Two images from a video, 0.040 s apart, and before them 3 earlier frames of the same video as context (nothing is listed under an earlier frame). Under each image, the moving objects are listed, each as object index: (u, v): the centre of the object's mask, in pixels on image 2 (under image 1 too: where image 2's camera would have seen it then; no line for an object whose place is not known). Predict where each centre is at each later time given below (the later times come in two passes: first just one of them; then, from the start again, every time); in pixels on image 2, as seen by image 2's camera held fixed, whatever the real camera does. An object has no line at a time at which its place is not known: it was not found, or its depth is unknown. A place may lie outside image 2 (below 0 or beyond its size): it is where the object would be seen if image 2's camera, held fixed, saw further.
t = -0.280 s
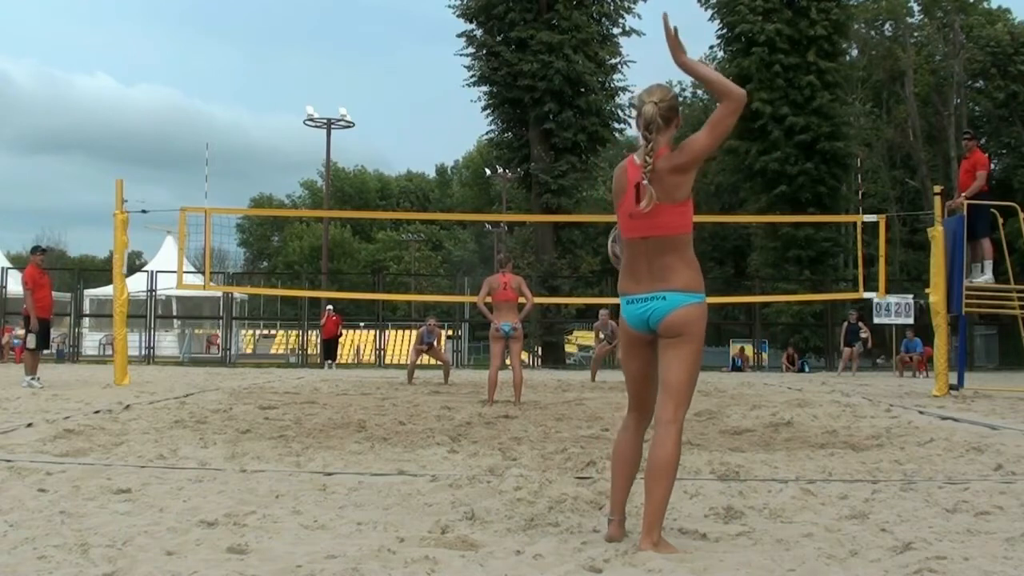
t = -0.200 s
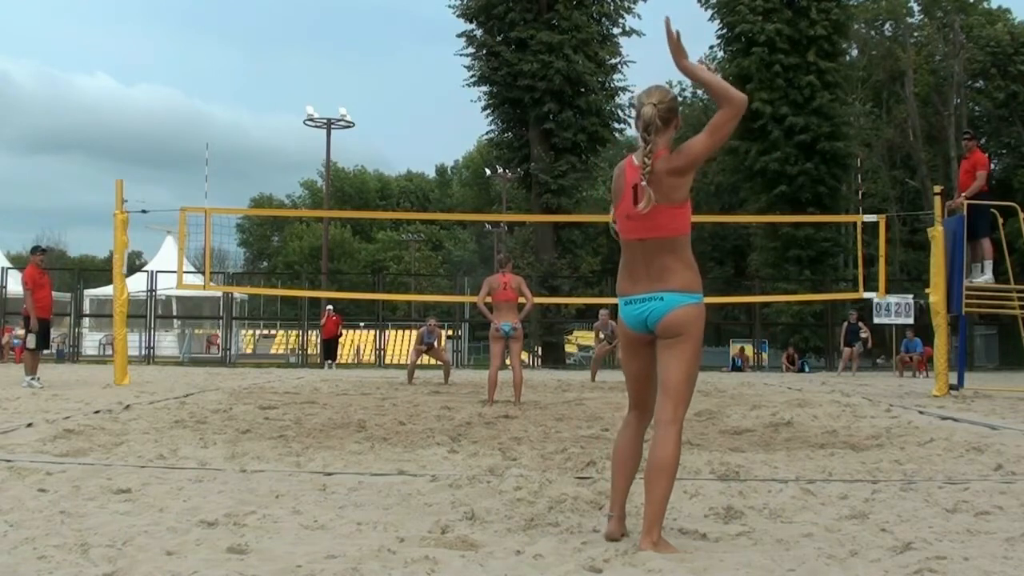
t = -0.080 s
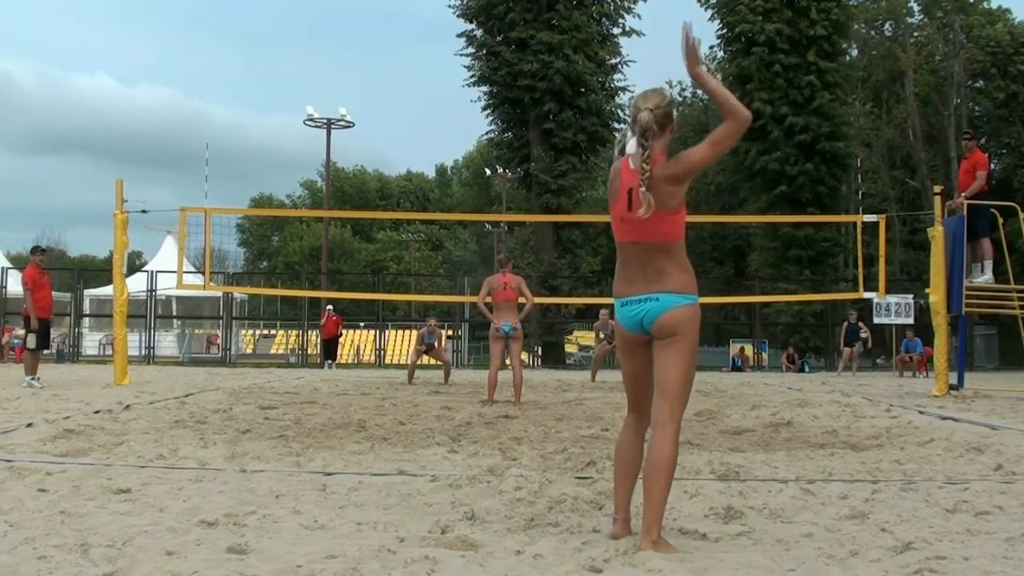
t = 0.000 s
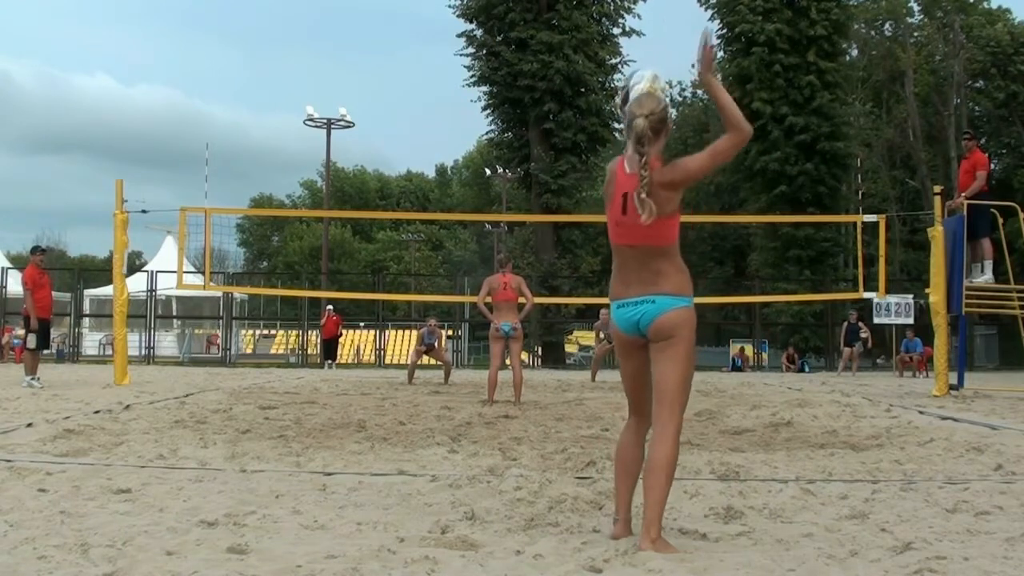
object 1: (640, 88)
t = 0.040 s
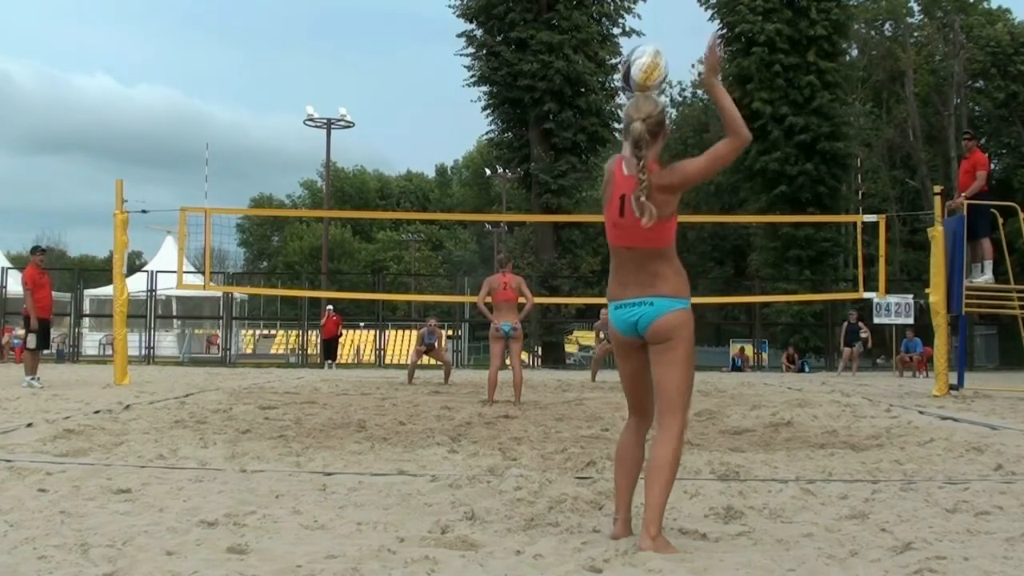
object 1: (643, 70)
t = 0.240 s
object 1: (652, 11)
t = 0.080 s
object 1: (645, 53)
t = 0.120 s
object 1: (647, 35)
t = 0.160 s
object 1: (649, 22)
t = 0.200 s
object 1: (650, 16)
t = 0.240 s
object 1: (652, 11)
